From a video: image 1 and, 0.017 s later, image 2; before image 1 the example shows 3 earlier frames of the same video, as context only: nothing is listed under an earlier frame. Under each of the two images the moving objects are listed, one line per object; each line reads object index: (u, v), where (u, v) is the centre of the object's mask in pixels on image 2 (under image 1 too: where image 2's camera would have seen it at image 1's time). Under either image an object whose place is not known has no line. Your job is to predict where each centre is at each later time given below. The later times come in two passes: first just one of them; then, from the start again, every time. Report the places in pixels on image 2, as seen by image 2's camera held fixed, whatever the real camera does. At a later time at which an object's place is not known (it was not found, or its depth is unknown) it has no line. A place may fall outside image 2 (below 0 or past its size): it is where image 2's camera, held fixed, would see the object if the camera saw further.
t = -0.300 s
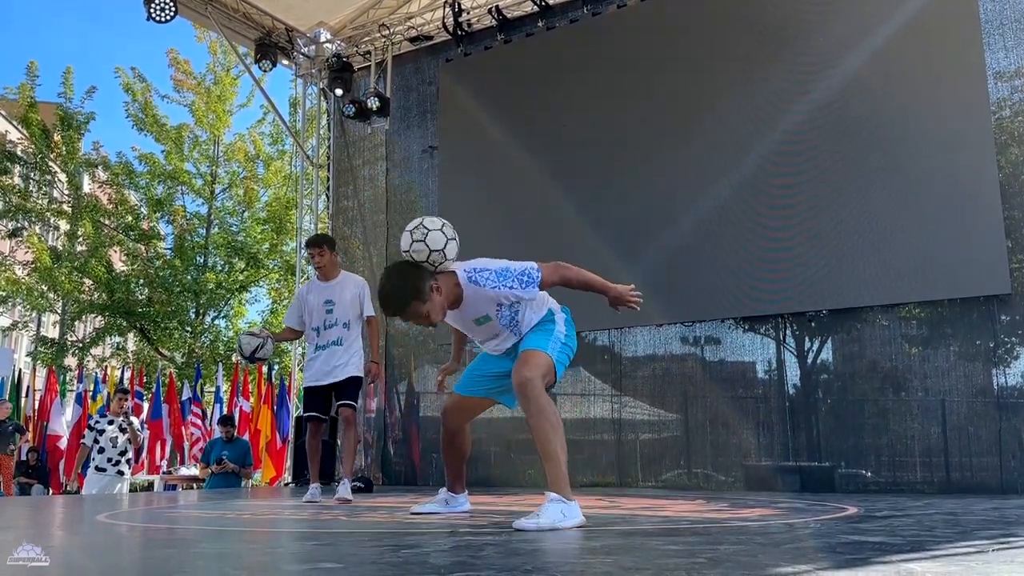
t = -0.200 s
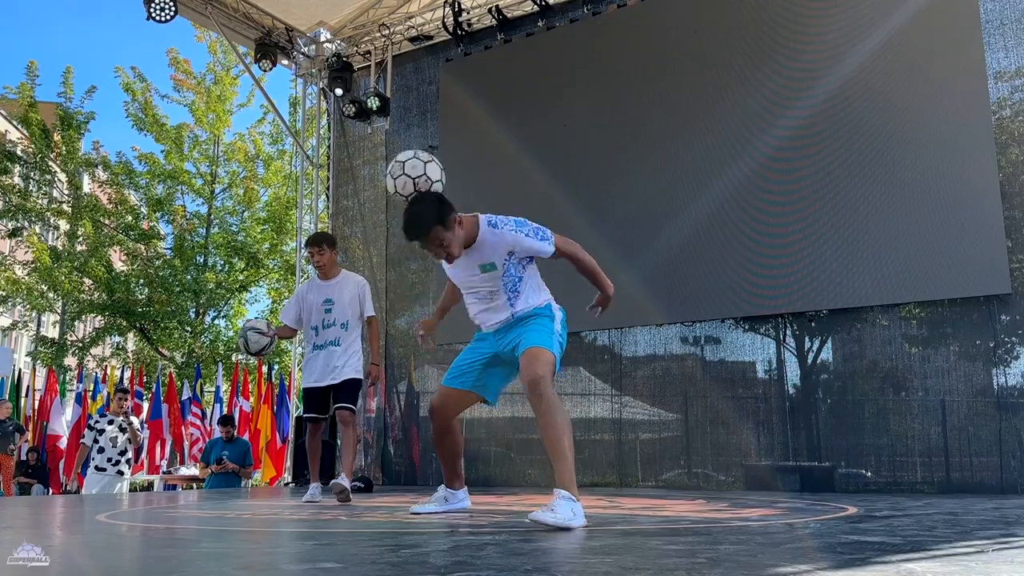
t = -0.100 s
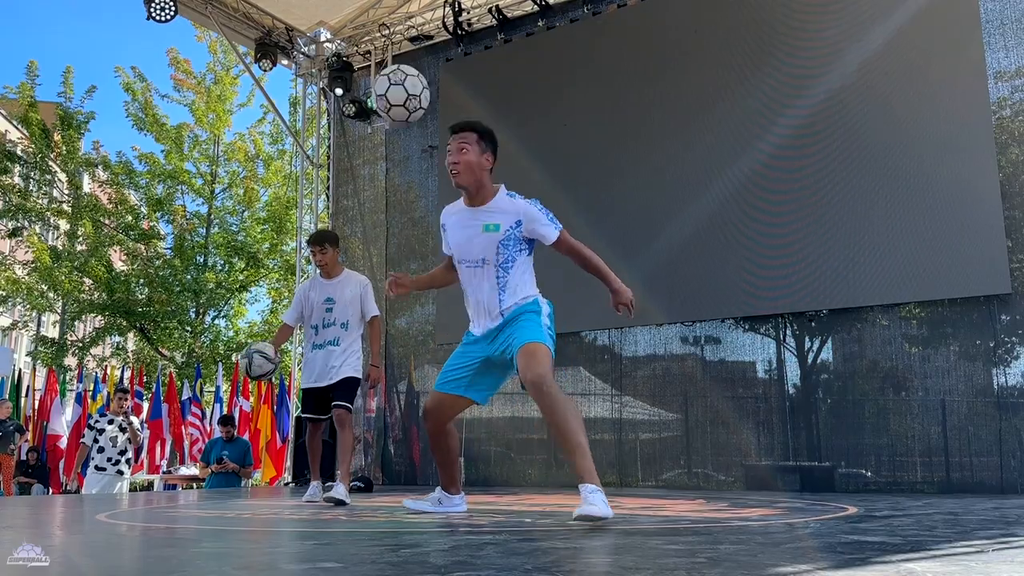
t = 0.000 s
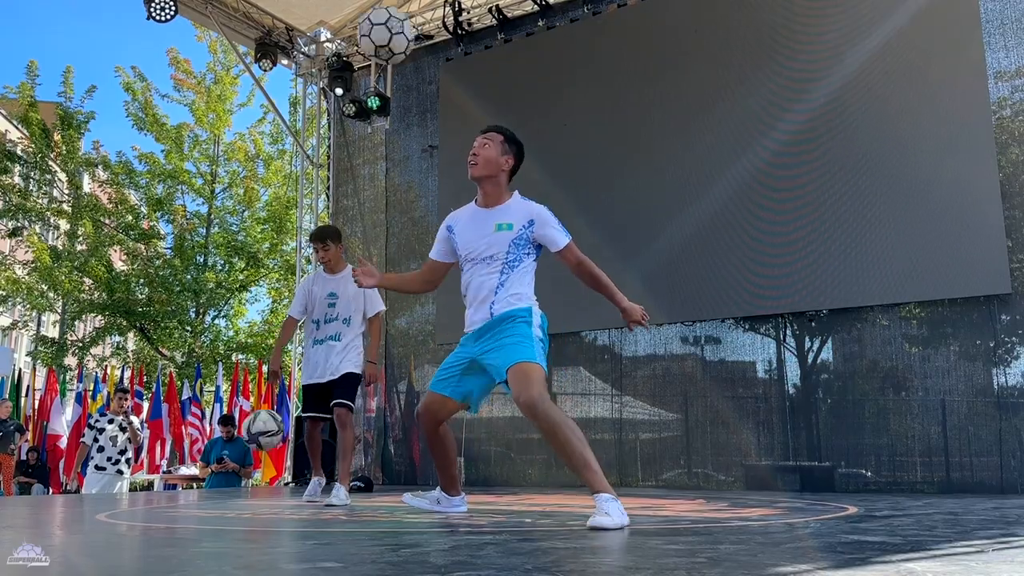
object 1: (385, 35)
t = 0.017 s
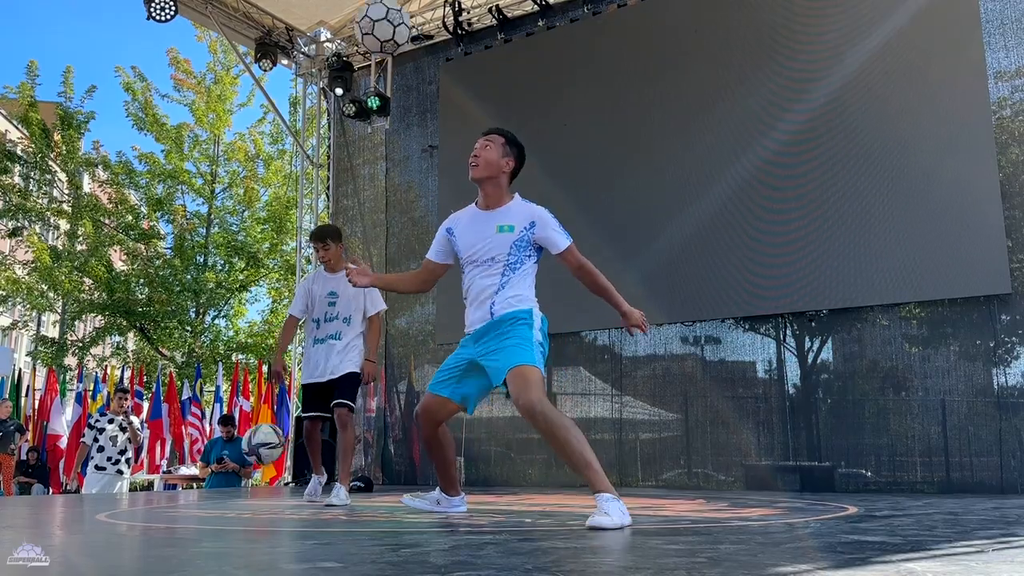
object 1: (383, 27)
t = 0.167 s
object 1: (361, 8)
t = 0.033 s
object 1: (381, 23)
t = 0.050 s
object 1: (378, 20)
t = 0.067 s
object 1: (375, 17)
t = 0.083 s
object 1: (373, 15)
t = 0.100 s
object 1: (371, 13)
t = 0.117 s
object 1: (369, 11)
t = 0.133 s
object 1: (366, 10)
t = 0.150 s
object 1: (363, 9)
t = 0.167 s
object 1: (361, 8)
